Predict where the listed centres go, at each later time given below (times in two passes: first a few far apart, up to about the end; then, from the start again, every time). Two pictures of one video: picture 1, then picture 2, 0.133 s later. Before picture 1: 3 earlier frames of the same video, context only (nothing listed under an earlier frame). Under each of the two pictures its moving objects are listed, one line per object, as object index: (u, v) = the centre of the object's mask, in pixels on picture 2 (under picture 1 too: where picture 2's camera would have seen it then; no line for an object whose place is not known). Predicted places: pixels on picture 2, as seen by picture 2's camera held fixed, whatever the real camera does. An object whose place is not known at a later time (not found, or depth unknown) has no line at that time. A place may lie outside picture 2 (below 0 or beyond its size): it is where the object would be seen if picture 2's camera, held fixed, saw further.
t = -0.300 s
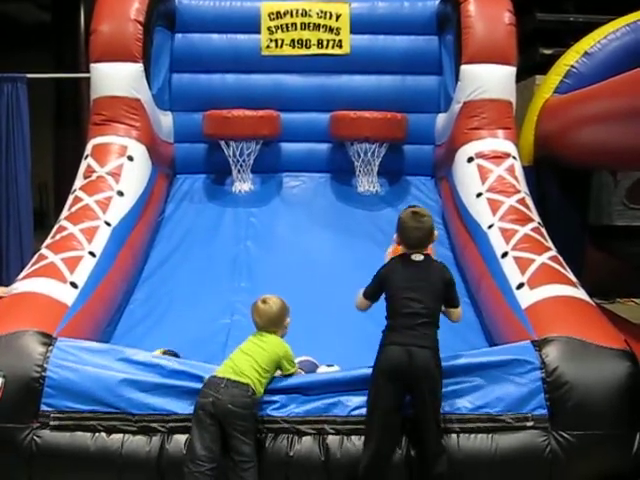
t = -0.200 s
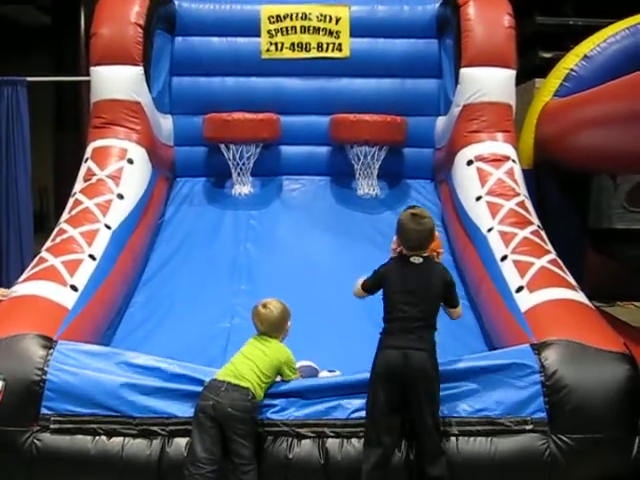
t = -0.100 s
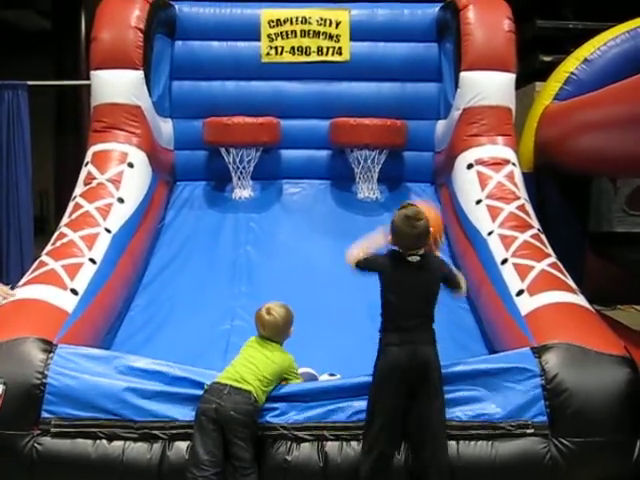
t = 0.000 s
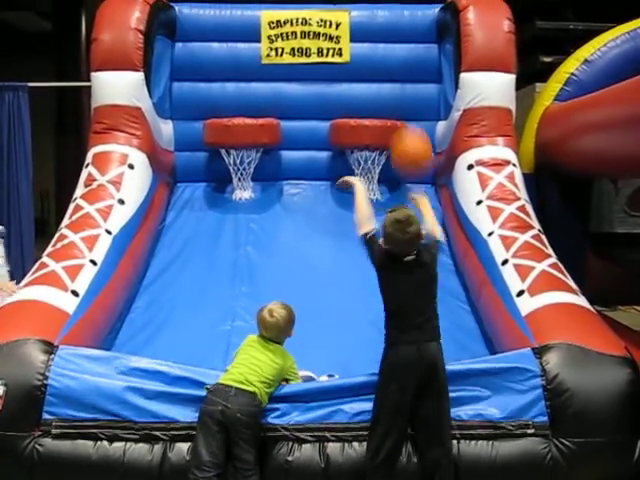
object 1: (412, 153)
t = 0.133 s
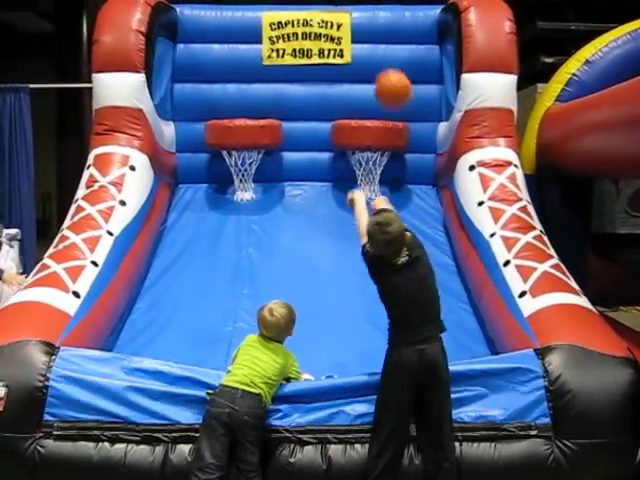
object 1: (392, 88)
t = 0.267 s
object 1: (376, 69)
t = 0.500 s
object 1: (357, 97)
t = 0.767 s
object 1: (359, 111)
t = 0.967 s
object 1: (370, 119)
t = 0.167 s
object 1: (388, 80)
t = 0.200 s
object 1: (384, 74)
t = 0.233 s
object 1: (380, 71)
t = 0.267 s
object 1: (376, 69)
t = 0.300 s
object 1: (373, 68)
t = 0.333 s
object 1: (370, 69)
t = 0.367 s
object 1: (367, 72)
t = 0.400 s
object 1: (364, 76)
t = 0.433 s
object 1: (362, 81)
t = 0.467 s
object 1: (359, 88)
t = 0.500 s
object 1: (357, 97)
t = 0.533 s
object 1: (354, 107)
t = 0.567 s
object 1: (353, 111)
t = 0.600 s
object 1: (353, 111)
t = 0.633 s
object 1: (355, 110)
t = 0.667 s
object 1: (356, 108)
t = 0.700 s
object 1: (357, 109)
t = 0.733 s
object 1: (358, 111)
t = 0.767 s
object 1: (359, 111)
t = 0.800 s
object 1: (360, 110)
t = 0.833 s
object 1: (362, 110)
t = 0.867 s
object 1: (363, 112)
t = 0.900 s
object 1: (366, 116)
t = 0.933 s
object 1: (367, 118)
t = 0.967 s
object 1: (370, 119)
